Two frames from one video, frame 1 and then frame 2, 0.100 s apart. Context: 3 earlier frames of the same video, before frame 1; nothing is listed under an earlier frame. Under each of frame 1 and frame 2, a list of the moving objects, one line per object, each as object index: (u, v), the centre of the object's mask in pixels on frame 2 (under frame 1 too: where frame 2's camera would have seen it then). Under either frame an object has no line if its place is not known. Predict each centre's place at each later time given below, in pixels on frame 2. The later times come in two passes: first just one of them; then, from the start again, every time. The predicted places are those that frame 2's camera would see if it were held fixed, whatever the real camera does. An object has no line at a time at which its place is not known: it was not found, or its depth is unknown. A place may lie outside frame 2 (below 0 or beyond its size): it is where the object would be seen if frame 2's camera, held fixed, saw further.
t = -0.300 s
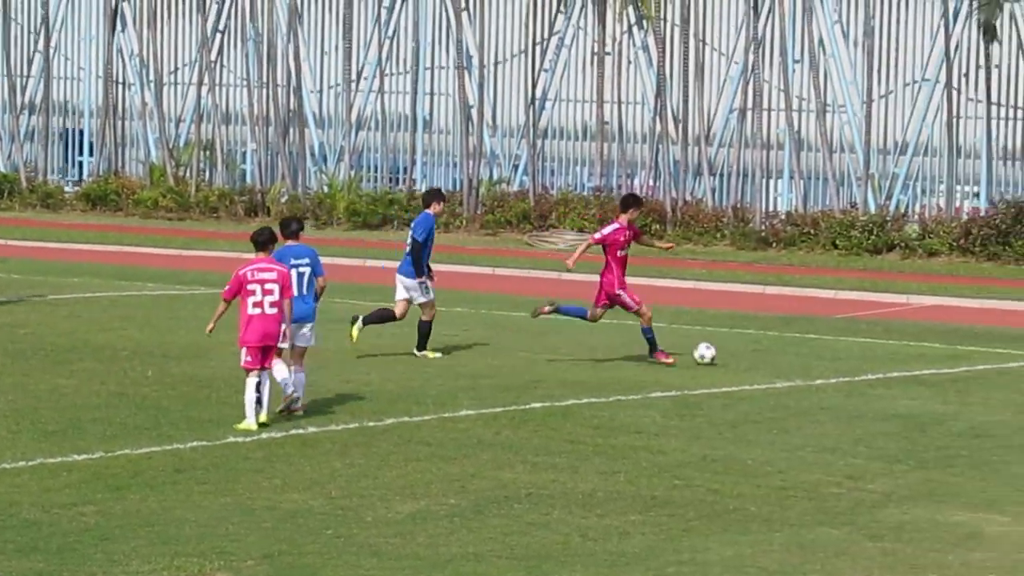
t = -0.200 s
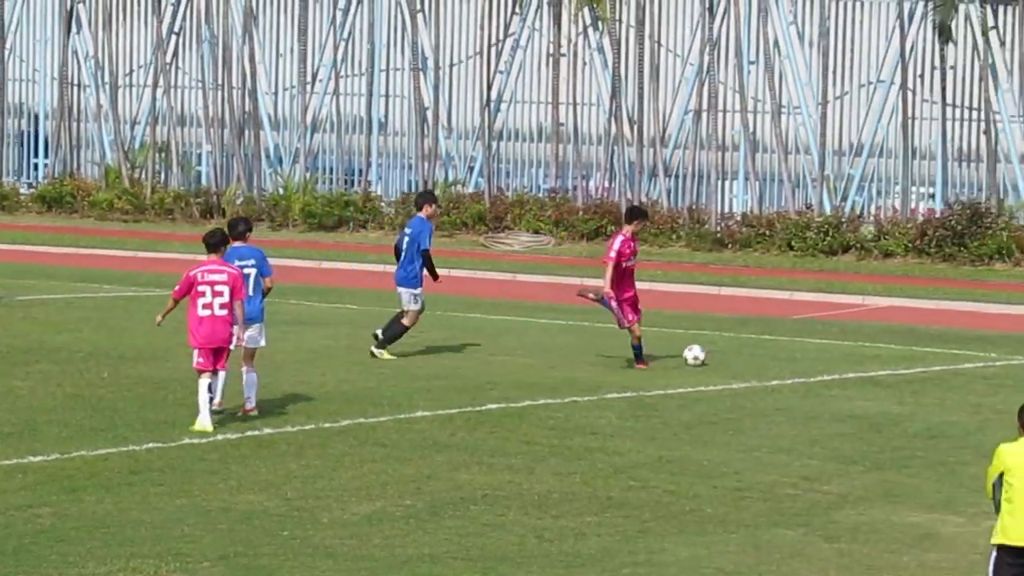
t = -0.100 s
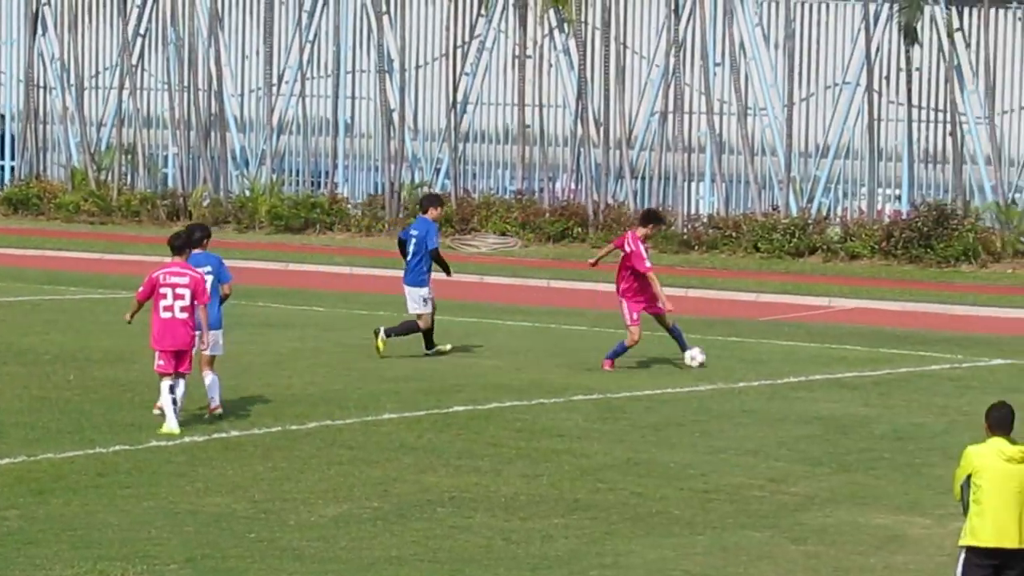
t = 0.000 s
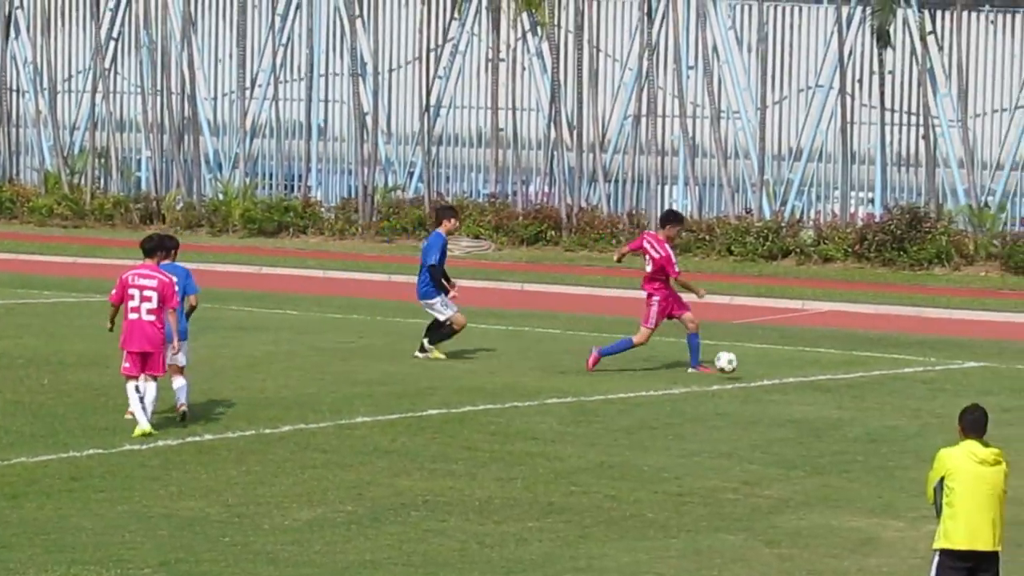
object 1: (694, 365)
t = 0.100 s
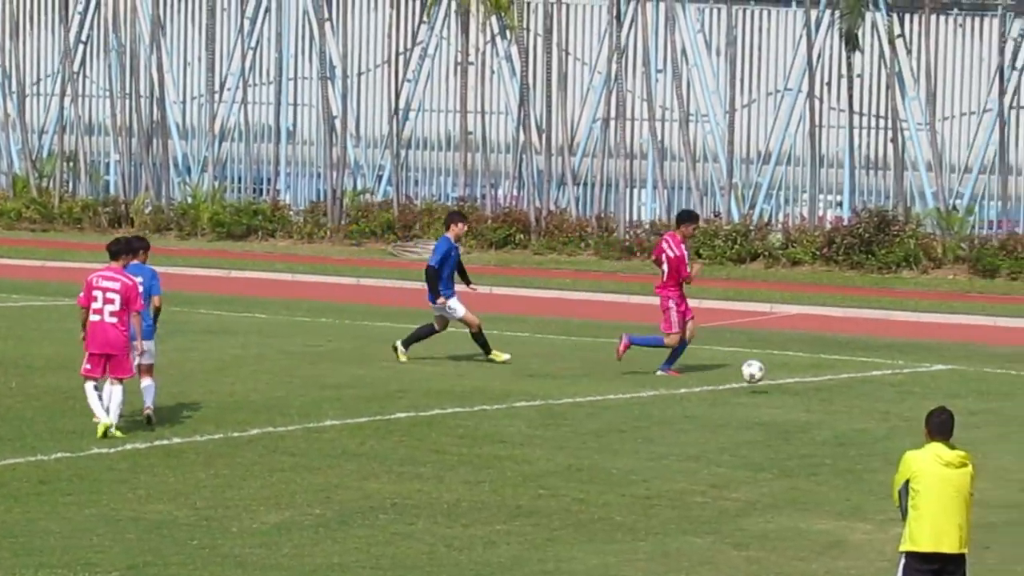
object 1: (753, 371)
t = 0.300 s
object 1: (870, 403)
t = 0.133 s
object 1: (772, 376)
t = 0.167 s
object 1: (792, 383)
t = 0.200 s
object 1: (812, 390)
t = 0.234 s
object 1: (832, 397)
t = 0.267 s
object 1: (852, 402)
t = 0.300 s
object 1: (870, 403)
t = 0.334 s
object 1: (890, 403)
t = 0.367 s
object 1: (910, 406)
